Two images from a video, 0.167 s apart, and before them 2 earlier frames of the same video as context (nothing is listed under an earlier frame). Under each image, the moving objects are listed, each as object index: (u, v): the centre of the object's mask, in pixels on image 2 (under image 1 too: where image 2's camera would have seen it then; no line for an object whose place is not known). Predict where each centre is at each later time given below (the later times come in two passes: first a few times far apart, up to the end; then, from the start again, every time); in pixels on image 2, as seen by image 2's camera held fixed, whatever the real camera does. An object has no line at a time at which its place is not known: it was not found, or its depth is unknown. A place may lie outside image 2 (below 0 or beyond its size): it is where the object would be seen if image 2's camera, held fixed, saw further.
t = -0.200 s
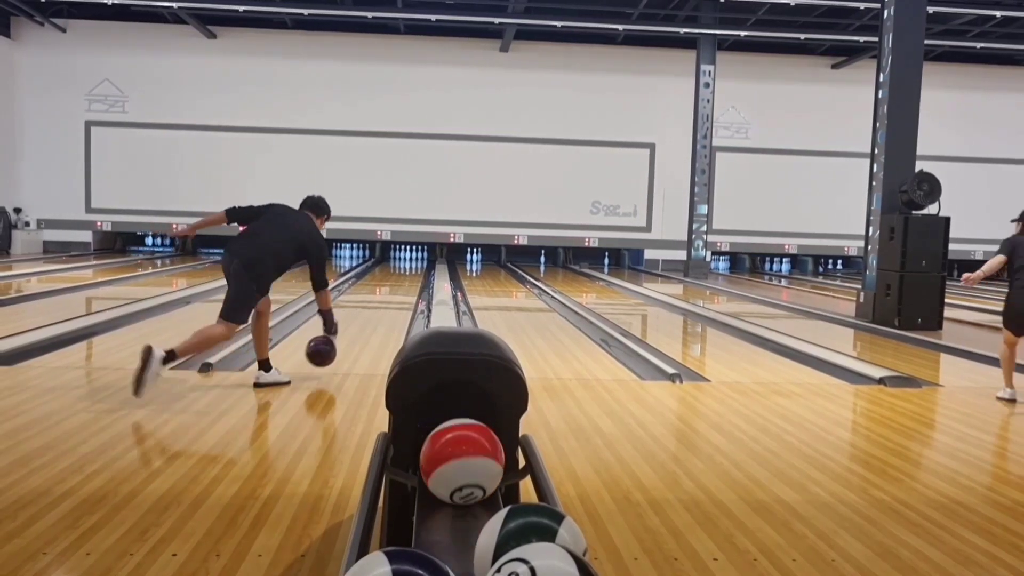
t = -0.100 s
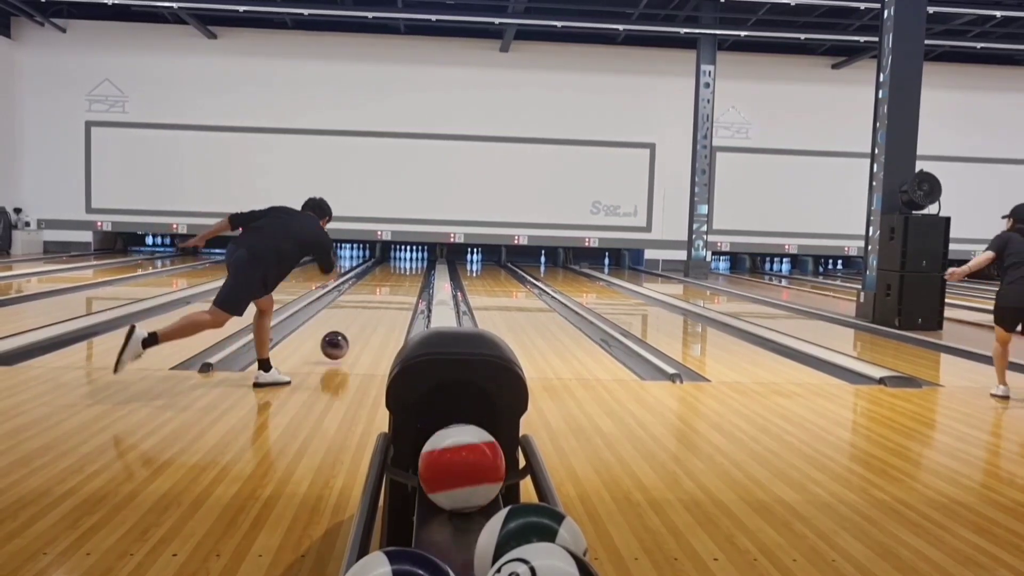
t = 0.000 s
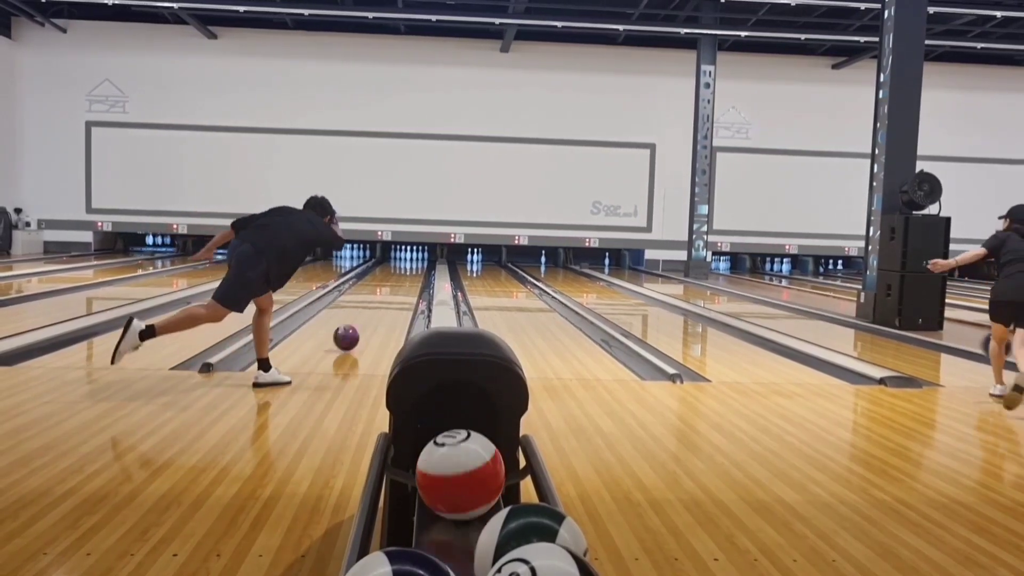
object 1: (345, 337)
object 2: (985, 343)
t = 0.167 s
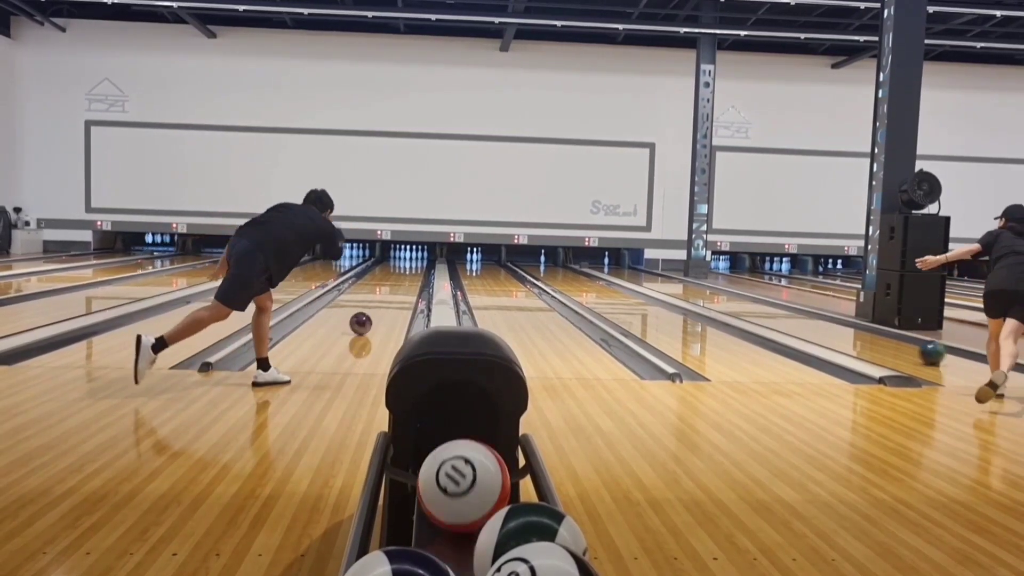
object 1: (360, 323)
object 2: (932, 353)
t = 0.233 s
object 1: (365, 319)
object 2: (911, 344)
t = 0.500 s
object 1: (381, 303)
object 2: (843, 327)
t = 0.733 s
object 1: (391, 293)
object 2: (799, 315)
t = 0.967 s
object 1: (399, 285)
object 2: (765, 305)
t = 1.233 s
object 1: (406, 278)
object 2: (734, 296)
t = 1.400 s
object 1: (408, 274)
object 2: (719, 292)
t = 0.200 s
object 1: (363, 321)
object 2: (921, 348)
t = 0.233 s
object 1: (365, 319)
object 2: (911, 344)
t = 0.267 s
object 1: (368, 316)
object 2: (901, 342)
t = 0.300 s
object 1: (370, 314)
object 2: (891, 341)
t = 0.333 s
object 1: (372, 312)
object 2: (882, 338)
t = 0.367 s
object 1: (374, 310)
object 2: (873, 336)
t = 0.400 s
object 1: (376, 308)
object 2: (865, 334)
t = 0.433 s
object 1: (378, 306)
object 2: (857, 332)
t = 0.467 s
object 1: (380, 304)
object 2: (850, 330)
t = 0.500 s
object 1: (381, 303)
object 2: (843, 327)
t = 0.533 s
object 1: (383, 301)
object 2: (836, 325)
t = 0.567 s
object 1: (384, 300)
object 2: (829, 323)
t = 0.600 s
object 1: (386, 298)
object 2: (823, 321)
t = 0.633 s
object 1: (387, 297)
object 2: (817, 319)
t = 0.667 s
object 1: (389, 295)
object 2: (811, 318)
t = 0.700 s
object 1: (390, 294)
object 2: (805, 316)
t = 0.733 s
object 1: (391, 293)
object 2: (799, 315)
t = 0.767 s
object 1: (392, 292)
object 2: (794, 313)
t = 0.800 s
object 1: (394, 290)
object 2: (789, 312)
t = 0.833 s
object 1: (395, 289)
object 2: (783, 310)
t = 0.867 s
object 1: (396, 289)
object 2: (779, 309)
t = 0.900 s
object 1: (397, 287)
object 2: (774, 308)
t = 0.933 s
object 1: (398, 286)
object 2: (769, 307)
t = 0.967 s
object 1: (399, 285)
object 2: (765, 305)
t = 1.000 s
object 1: (400, 284)
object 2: (761, 304)
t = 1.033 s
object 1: (400, 283)
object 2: (757, 303)
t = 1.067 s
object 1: (402, 282)
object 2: (752, 302)
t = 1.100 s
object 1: (402, 281)
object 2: (749, 300)
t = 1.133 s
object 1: (403, 280)
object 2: (745, 299)
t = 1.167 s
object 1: (404, 280)
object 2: (741, 298)
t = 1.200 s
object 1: (405, 279)
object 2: (739, 298)
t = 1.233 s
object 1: (406, 278)
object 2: (734, 296)
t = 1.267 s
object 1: (406, 277)
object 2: (732, 296)
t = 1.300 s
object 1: (407, 277)
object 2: (729, 295)
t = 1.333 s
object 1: (407, 276)
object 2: (725, 294)
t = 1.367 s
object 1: (408, 275)
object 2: (722, 293)
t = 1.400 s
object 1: (408, 274)
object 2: (719, 292)
